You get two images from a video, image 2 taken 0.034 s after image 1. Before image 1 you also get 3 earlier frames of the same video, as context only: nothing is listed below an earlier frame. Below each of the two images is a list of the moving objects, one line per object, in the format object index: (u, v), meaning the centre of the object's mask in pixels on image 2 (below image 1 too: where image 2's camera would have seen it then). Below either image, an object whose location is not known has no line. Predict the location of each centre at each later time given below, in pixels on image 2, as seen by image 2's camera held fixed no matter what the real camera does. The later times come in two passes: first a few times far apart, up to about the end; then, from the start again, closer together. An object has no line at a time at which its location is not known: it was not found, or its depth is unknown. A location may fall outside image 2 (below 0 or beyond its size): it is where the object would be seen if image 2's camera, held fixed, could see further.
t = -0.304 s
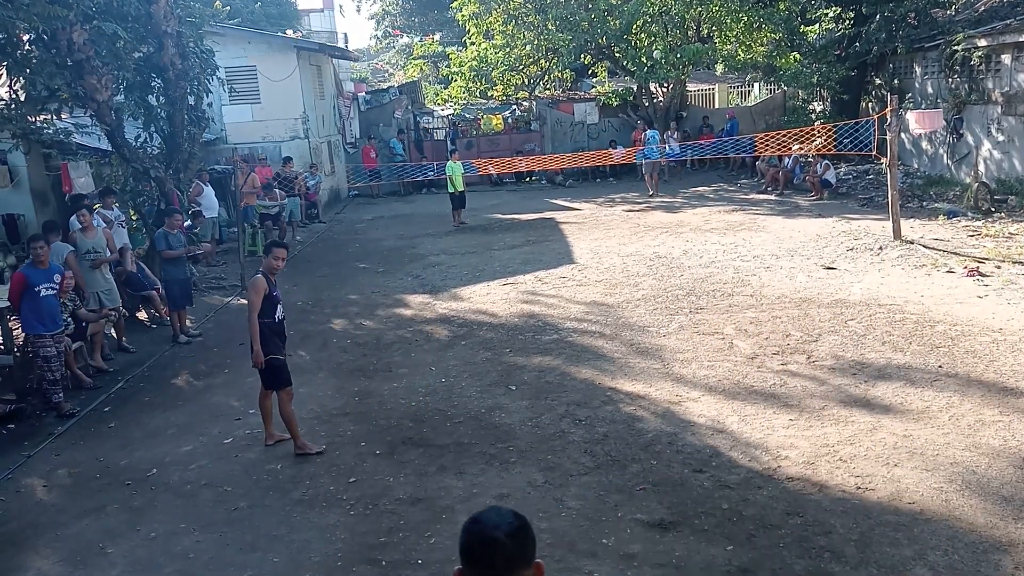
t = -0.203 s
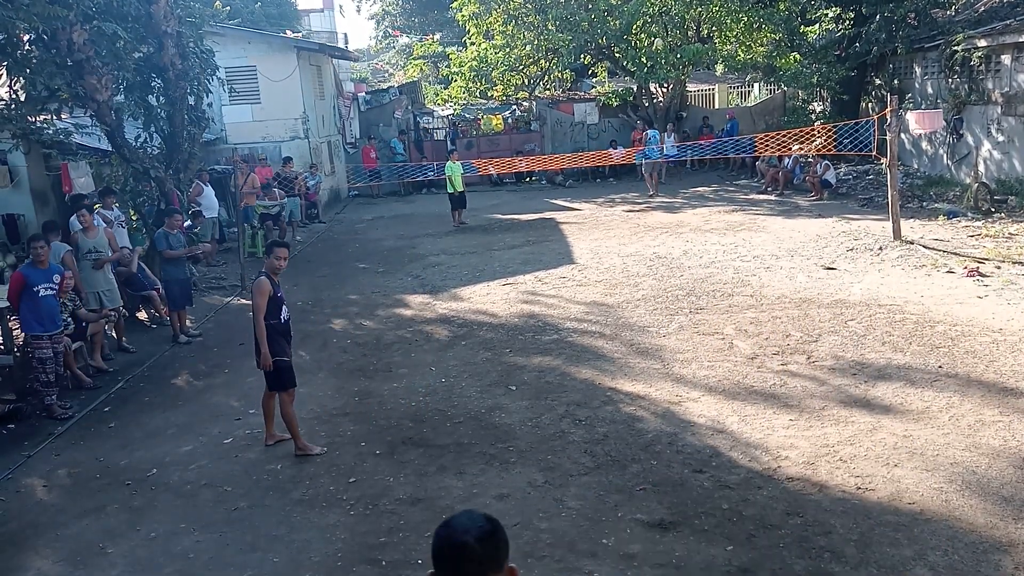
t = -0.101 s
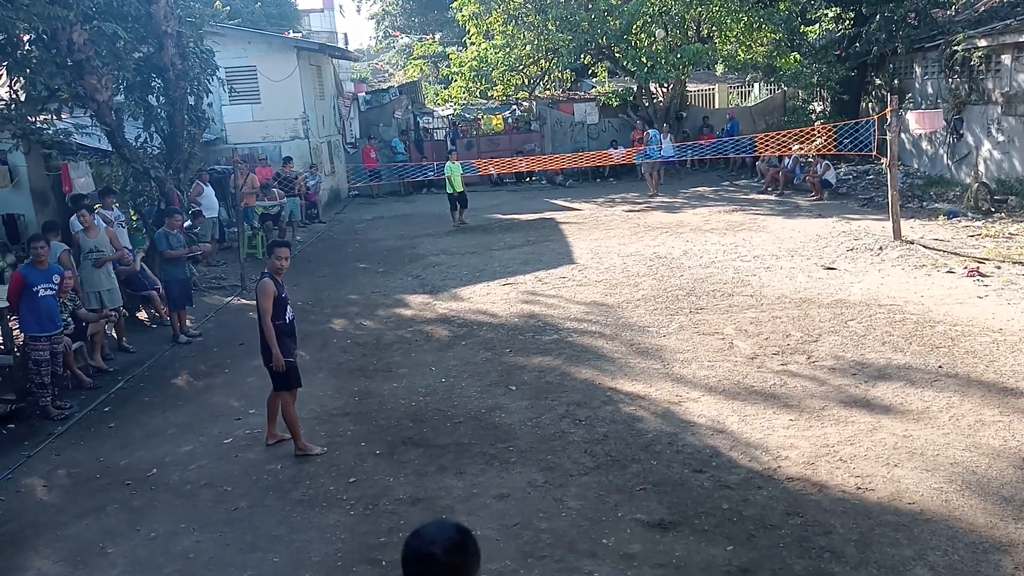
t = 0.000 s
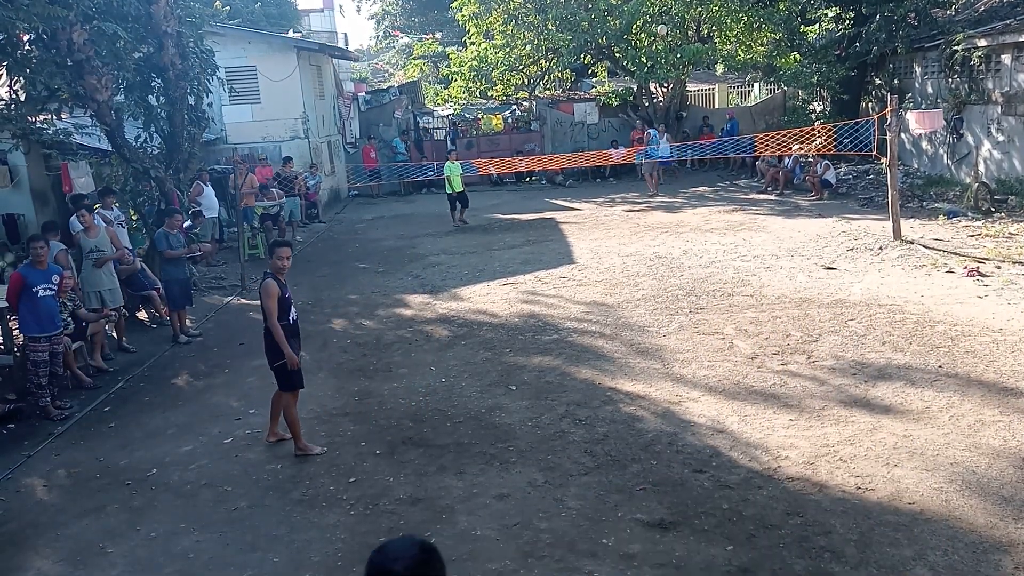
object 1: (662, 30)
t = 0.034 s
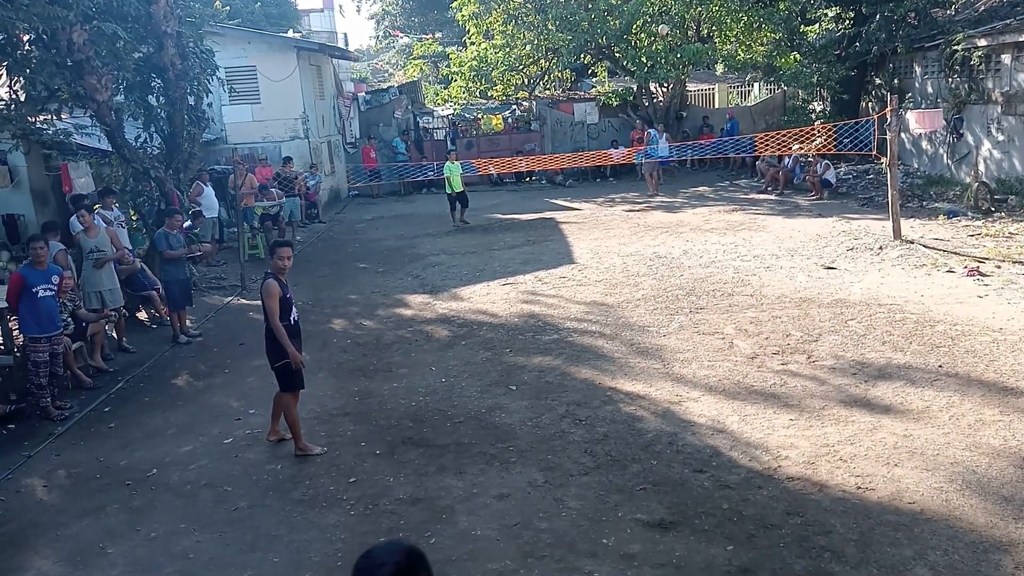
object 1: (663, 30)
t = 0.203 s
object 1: (669, 40)
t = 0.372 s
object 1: (678, 75)
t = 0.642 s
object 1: (697, 206)
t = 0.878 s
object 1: (718, 375)
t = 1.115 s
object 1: (714, 246)
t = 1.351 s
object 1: (706, 171)
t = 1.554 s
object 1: (699, 175)
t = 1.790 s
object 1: (689, 299)
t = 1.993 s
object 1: (683, 538)
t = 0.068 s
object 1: (664, 30)
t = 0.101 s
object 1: (665, 31)
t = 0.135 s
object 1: (667, 34)
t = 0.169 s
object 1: (668, 36)
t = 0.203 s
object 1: (669, 40)
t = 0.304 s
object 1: (674, 58)
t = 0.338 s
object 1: (676, 66)
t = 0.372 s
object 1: (678, 75)
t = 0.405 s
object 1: (680, 86)
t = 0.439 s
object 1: (682, 99)
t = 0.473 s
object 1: (684, 113)
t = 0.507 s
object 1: (687, 128)
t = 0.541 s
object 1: (689, 145)
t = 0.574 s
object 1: (692, 164)
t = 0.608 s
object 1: (694, 184)
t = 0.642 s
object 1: (697, 206)
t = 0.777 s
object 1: (711, 324)
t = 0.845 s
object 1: (721, 396)
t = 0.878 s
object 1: (718, 375)
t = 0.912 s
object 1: (718, 354)
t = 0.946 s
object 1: (718, 334)
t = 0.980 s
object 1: (717, 315)
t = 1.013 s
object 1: (716, 296)
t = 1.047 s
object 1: (716, 279)
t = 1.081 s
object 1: (715, 262)
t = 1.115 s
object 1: (714, 246)
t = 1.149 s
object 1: (713, 231)
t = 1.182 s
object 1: (712, 218)
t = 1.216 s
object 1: (711, 205)
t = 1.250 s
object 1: (710, 194)
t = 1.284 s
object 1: (709, 185)
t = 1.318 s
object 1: (708, 177)
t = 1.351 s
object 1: (706, 171)
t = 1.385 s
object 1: (705, 167)
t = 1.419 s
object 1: (704, 164)
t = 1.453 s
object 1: (703, 163)
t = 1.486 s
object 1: (702, 165)
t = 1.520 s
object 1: (700, 169)
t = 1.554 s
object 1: (699, 175)
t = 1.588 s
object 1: (697, 184)
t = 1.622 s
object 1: (696, 195)
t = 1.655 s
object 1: (694, 210)
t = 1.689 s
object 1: (693, 228)
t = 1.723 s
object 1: (691, 249)
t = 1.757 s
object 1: (690, 273)
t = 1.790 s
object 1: (689, 299)
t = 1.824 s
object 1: (688, 330)
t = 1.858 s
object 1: (686, 365)
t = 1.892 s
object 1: (684, 402)
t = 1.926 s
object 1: (685, 444)
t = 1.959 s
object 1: (684, 490)
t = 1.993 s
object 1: (683, 538)
